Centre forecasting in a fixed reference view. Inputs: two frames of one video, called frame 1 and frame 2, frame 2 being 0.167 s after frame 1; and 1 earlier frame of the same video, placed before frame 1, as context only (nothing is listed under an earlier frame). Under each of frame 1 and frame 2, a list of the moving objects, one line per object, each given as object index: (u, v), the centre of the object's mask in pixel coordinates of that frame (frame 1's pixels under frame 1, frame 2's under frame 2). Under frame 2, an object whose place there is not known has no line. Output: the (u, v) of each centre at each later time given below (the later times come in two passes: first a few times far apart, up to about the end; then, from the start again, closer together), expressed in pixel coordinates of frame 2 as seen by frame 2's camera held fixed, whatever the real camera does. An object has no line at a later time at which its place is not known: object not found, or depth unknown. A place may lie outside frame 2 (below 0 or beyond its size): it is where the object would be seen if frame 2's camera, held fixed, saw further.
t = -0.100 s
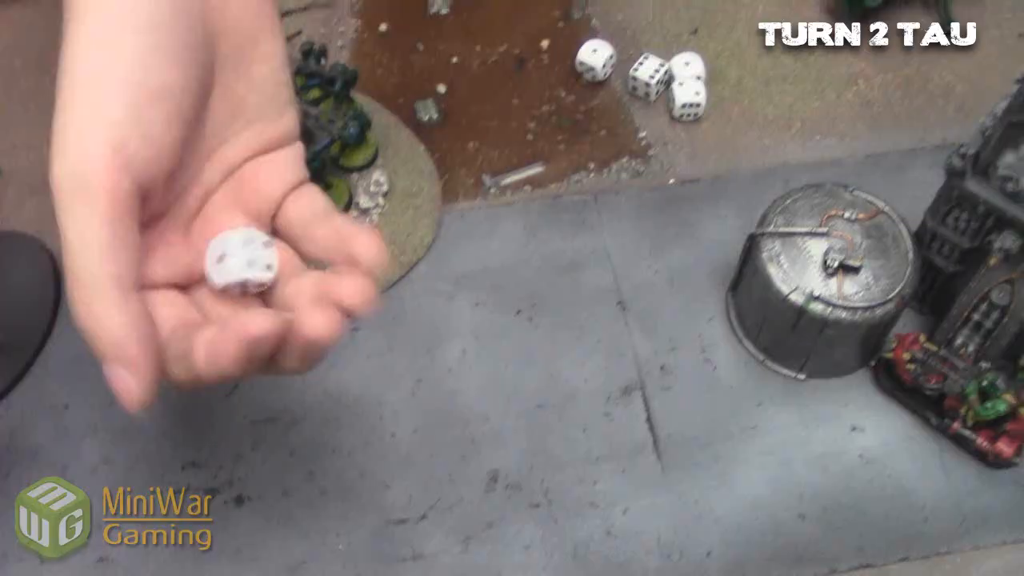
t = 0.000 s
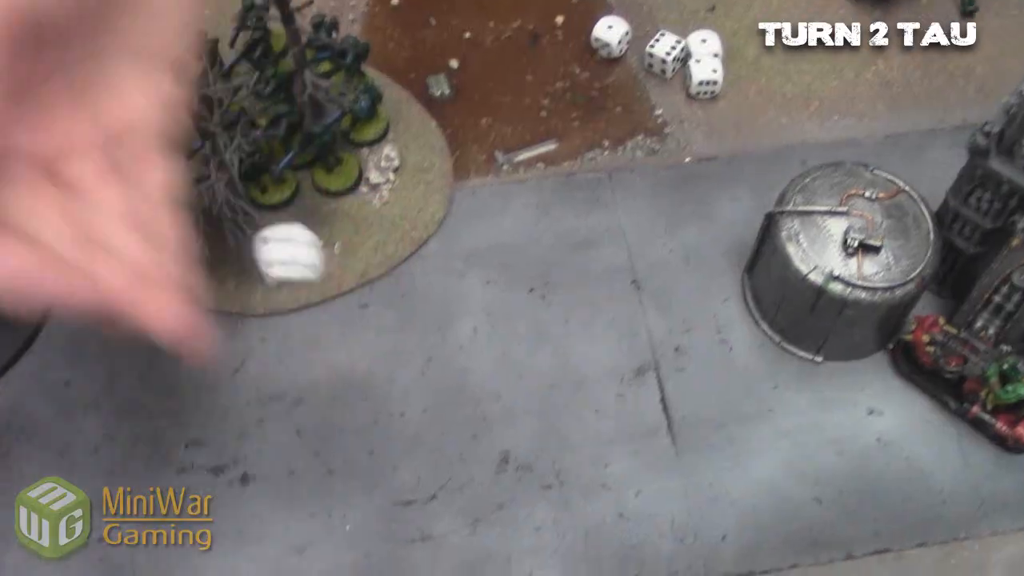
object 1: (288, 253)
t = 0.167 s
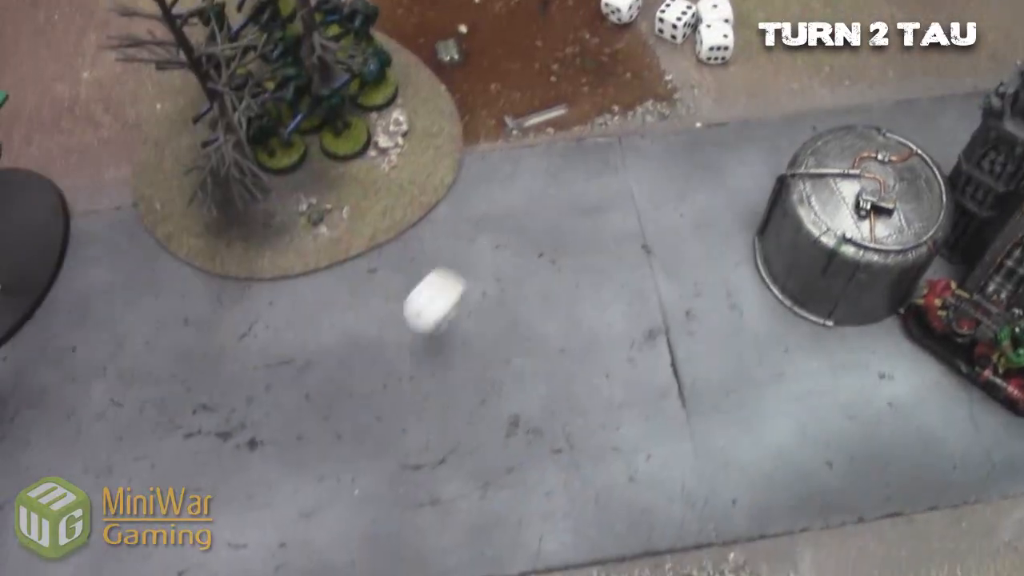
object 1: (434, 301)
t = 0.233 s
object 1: (511, 254)
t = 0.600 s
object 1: (718, 128)
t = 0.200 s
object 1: (474, 272)
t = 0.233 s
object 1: (511, 254)
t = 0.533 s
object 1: (736, 157)
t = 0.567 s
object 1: (730, 141)
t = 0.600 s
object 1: (718, 128)
